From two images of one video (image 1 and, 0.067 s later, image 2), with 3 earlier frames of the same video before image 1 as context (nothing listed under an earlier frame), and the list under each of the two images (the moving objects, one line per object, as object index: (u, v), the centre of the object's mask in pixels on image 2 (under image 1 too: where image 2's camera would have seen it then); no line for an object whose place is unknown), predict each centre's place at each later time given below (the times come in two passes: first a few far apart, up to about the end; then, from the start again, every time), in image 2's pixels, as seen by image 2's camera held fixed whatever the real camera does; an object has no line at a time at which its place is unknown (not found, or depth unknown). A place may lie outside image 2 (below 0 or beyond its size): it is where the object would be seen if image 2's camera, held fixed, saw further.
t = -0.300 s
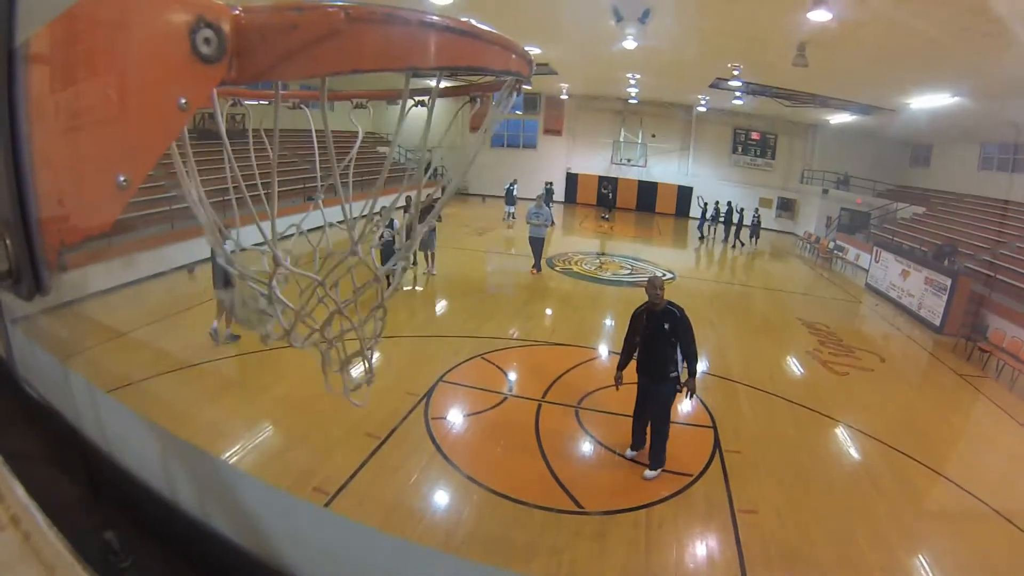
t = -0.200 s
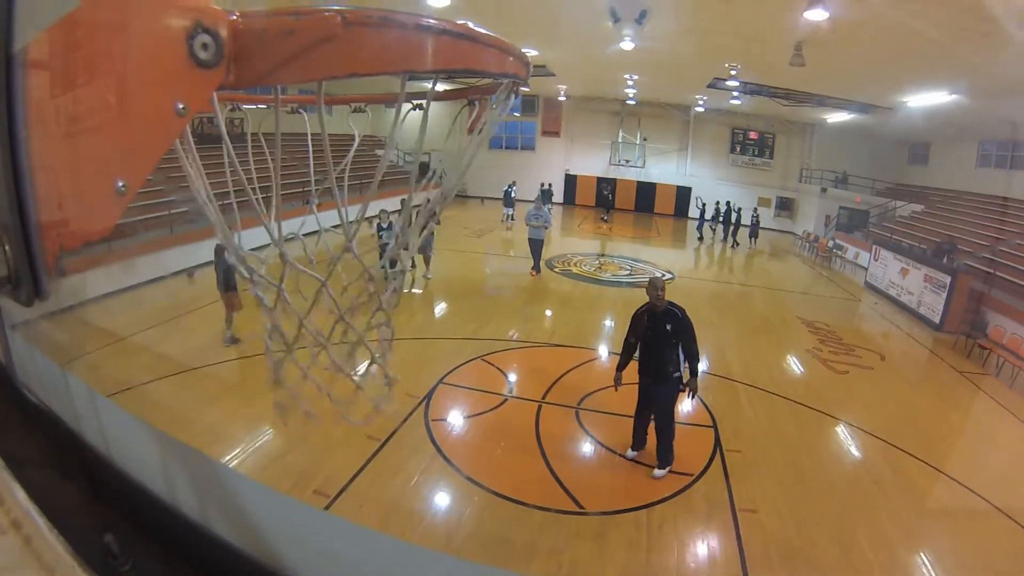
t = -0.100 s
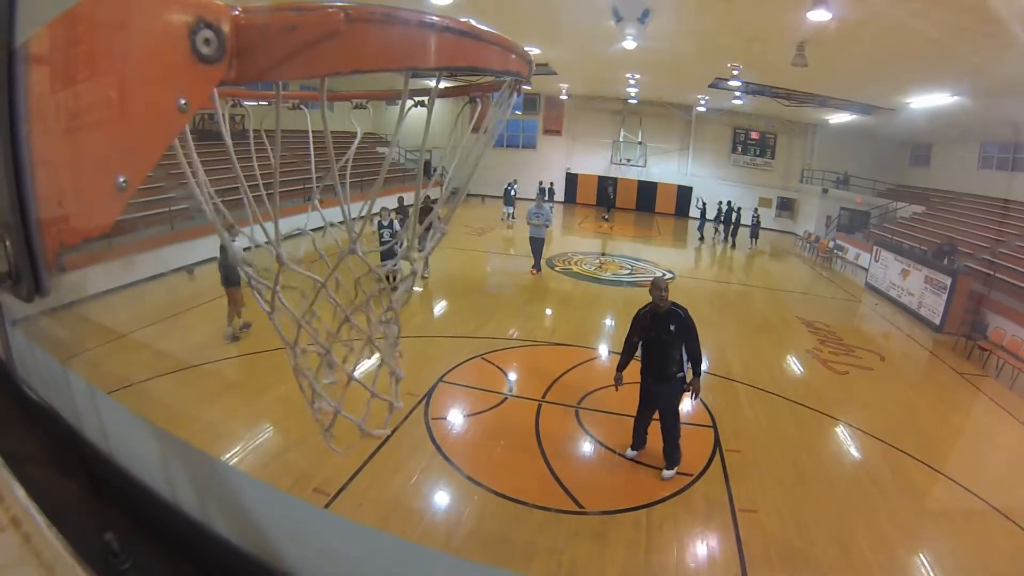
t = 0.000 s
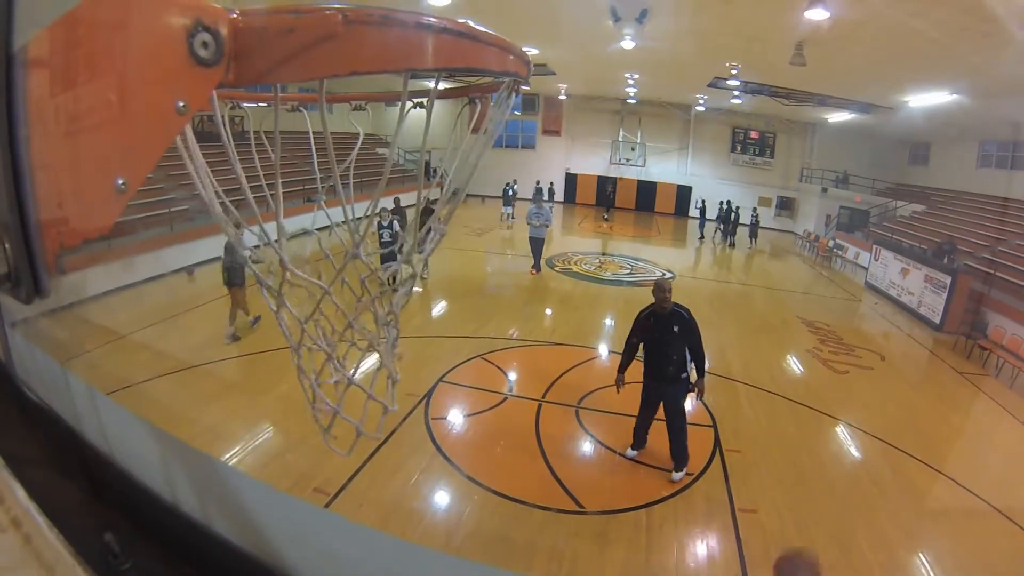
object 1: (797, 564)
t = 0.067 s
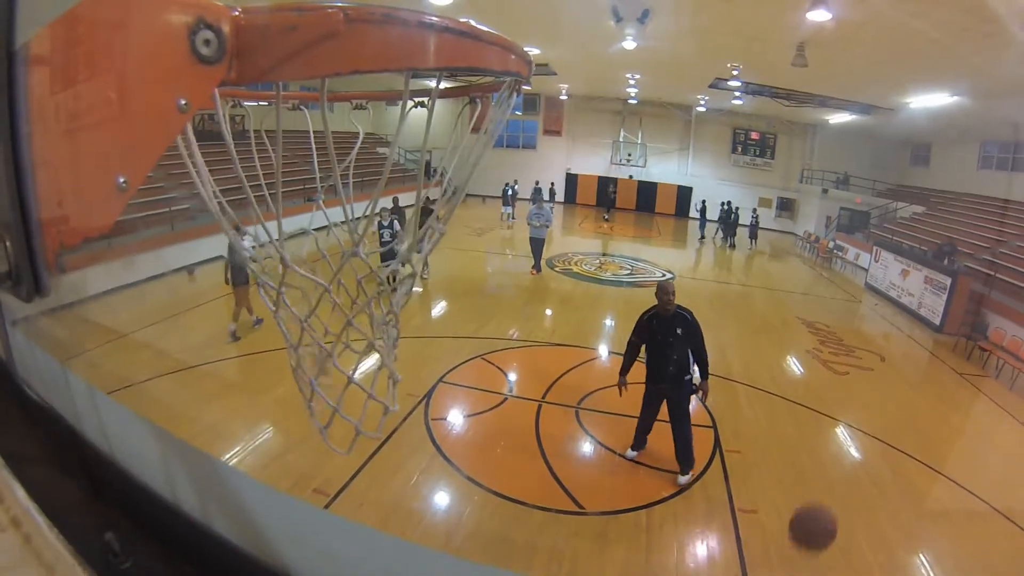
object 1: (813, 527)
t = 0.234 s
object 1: (835, 435)
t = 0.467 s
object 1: (829, 384)
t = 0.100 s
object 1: (820, 505)
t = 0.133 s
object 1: (825, 486)
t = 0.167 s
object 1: (829, 467)
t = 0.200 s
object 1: (832, 451)
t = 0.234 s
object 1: (835, 435)
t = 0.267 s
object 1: (836, 421)
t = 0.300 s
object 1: (837, 410)
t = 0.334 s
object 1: (837, 401)
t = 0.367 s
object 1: (836, 393)
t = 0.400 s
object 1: (834, 389)
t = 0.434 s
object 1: (832, 385)
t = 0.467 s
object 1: (829, 384)
